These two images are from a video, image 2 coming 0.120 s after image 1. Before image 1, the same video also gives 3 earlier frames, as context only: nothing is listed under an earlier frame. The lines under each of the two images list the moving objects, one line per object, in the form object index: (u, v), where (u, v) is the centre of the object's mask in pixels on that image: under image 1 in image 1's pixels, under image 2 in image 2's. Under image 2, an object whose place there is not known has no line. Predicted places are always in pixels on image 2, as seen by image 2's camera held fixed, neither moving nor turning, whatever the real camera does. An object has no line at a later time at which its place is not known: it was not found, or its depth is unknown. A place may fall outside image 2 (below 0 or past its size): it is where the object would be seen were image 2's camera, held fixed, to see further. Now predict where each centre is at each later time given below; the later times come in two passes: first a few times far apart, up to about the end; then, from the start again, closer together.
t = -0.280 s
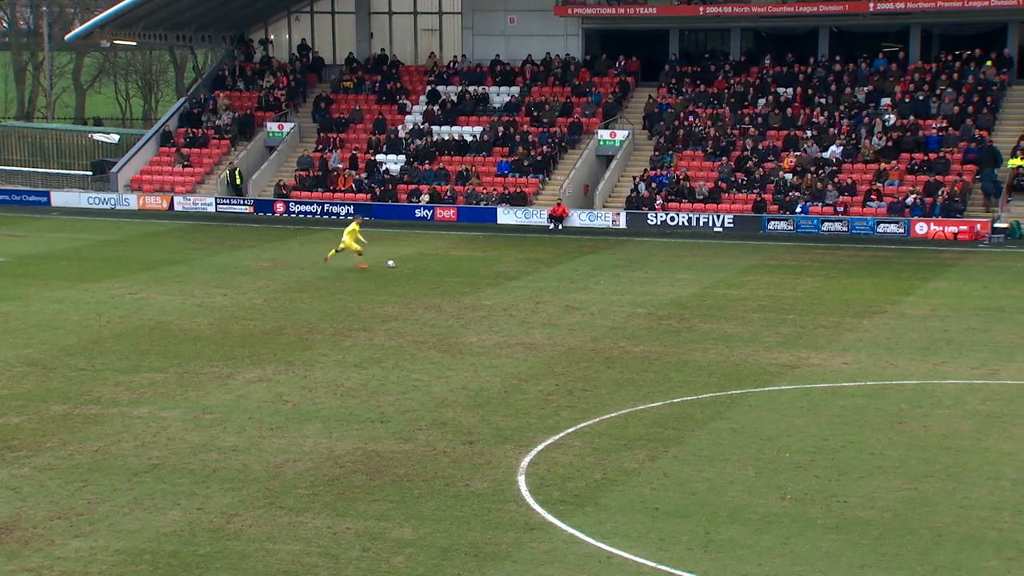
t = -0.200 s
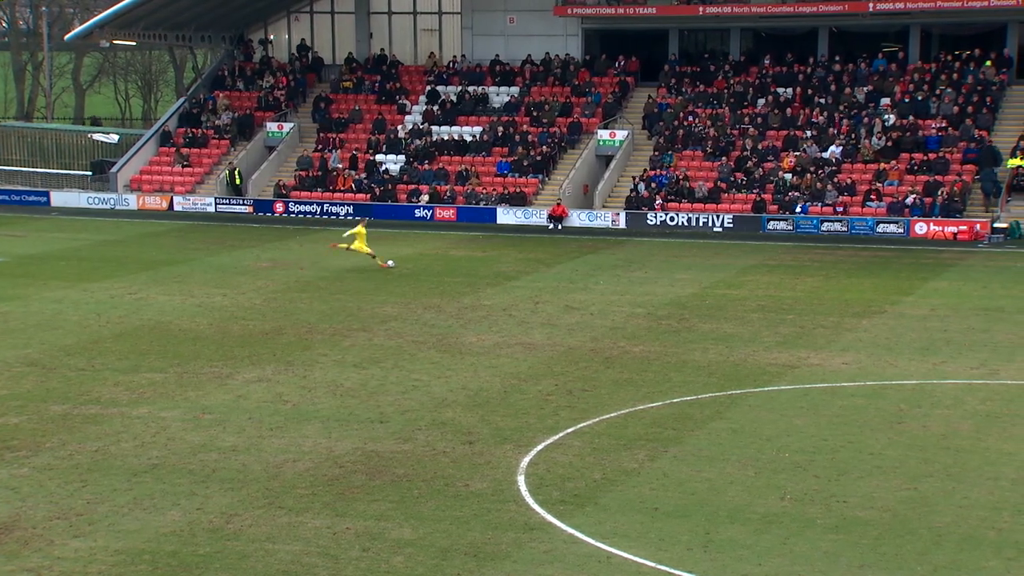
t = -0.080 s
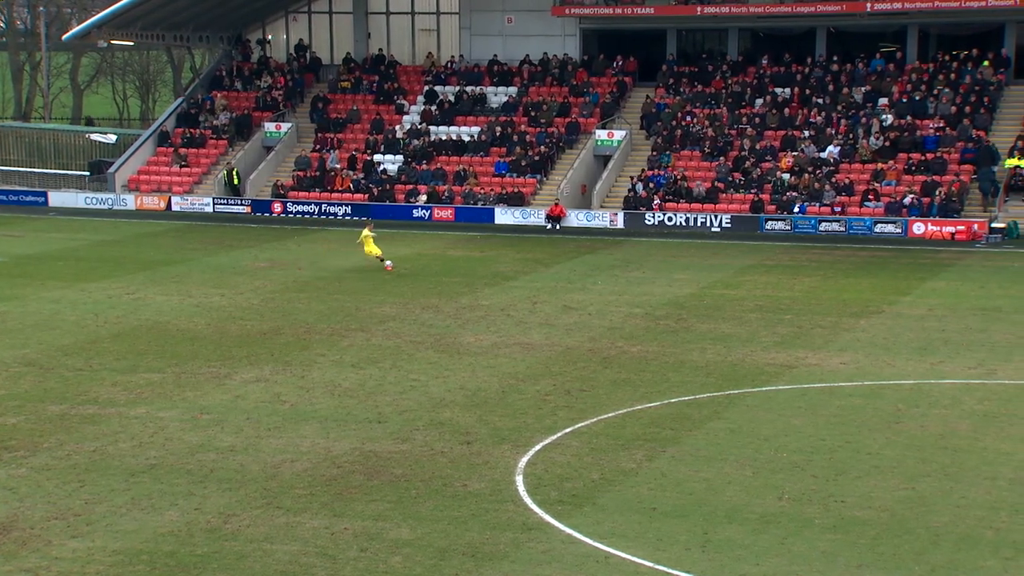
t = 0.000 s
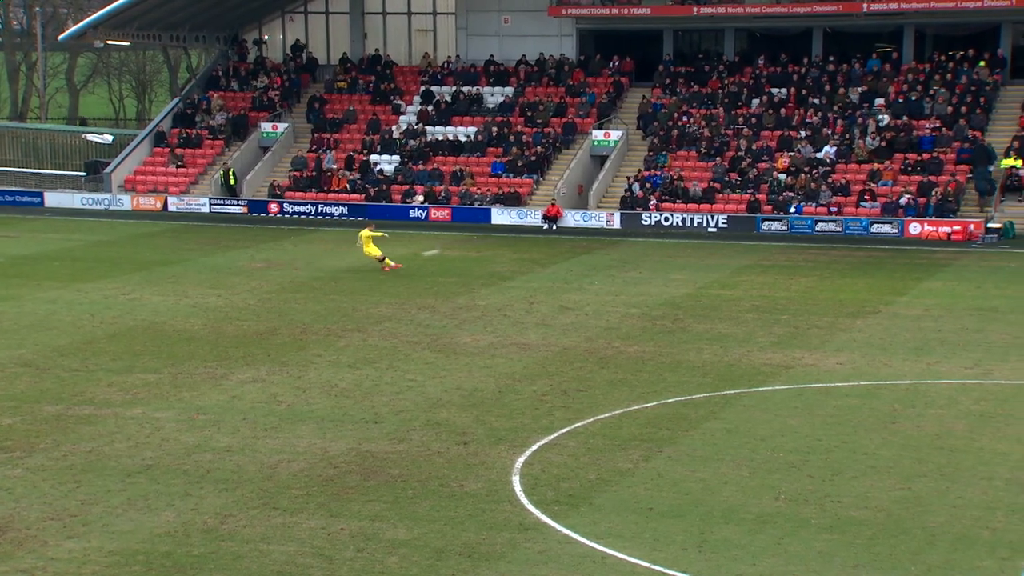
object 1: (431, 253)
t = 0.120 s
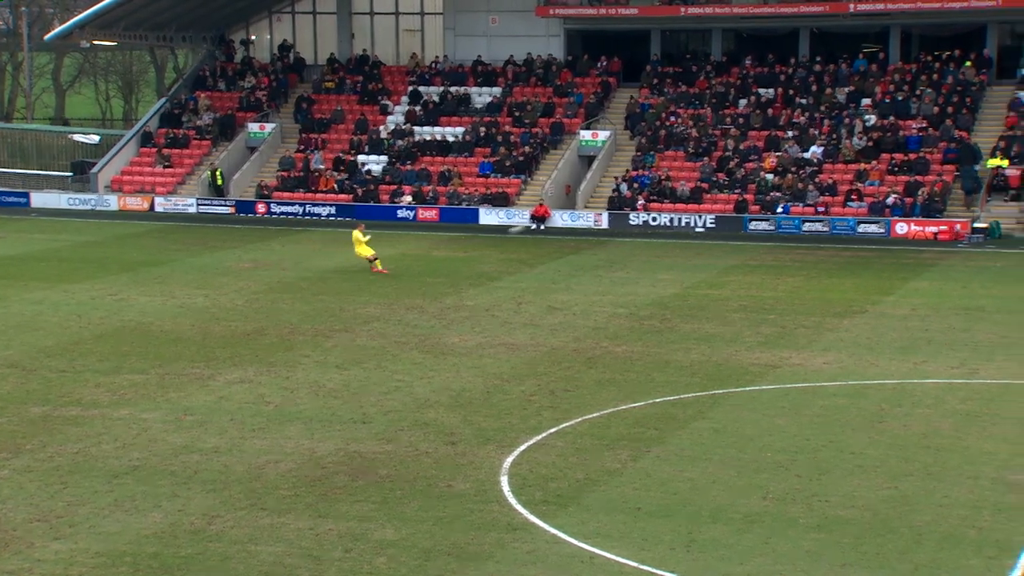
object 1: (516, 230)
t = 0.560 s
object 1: (865, 132)
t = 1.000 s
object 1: (1224, 41)
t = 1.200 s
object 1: (1404, 4)
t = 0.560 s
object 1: (865, 132)
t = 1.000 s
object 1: (1224, 41)
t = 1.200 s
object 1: (1404, 4)
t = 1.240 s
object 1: (1441, -4)
